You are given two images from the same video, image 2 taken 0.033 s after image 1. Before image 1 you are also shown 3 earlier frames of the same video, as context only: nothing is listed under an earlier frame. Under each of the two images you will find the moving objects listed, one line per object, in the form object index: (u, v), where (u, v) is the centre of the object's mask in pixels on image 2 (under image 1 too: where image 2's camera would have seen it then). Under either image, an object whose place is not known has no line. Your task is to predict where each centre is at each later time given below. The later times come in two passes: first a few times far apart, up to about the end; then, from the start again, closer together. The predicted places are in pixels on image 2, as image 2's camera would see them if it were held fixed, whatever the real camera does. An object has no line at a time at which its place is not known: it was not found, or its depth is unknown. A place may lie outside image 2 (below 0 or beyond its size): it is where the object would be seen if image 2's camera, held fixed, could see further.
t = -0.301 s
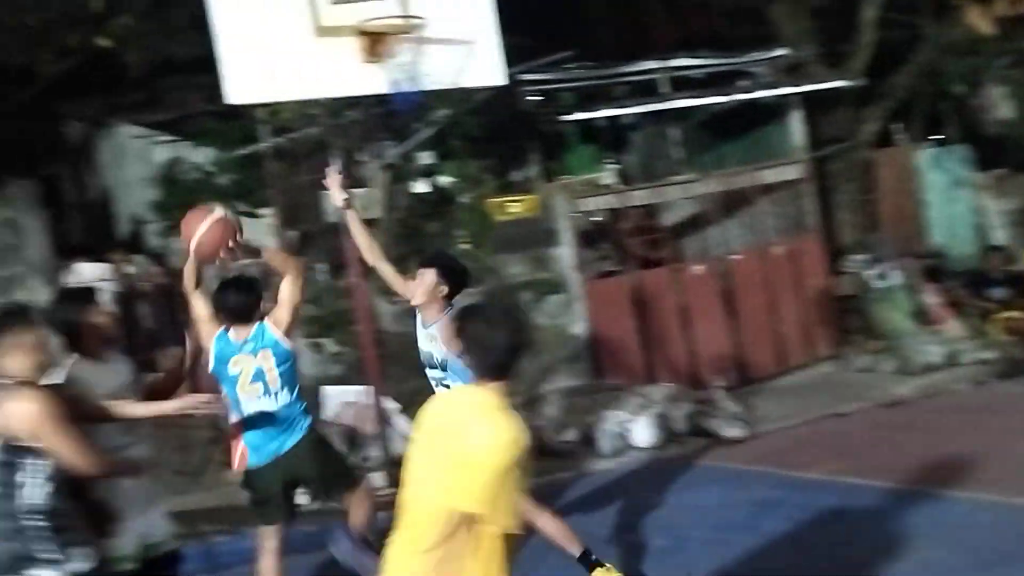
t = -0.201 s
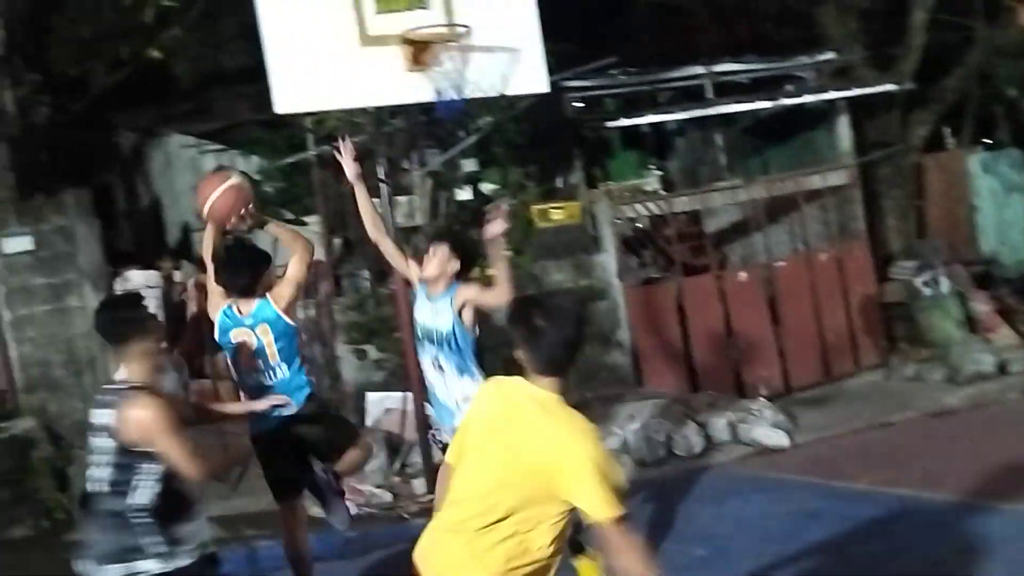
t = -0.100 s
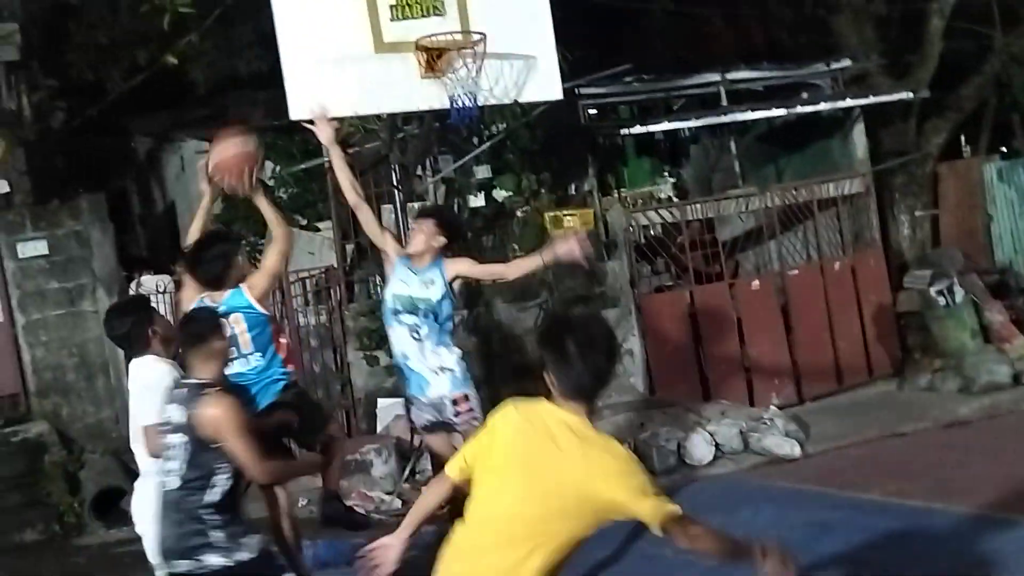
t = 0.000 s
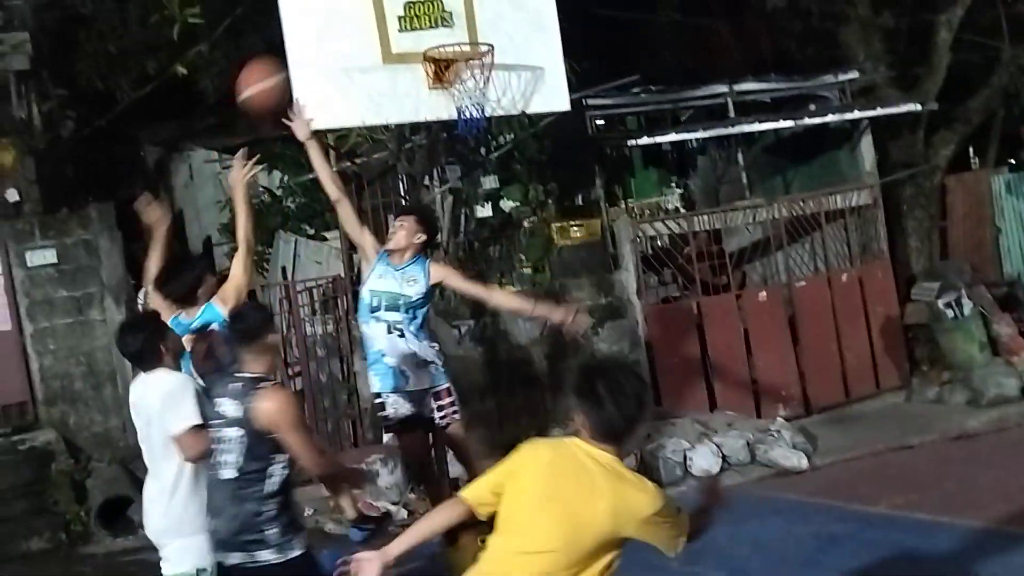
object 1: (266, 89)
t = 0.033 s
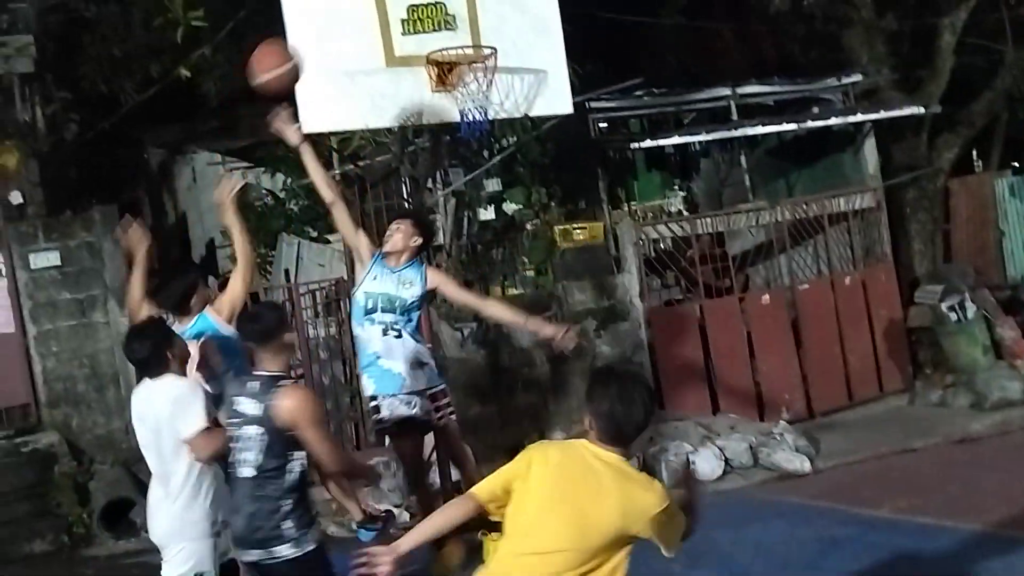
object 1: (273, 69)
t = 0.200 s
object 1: (319, -1)
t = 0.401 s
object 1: (372, -6)
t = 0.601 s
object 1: (438, 27)
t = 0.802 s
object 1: (461, 85)
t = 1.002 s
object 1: (461, 135)
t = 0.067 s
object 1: (282, 47)
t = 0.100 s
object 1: (291, 32)
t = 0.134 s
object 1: (300, 18)
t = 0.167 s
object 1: (310, 7)
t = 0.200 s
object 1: (319, -1)
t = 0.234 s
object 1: (328, -6)
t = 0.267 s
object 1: (337, -10)
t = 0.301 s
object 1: (346, -12)
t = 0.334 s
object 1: (355, -12)
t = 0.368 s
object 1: (364, -10)
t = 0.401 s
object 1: (372, -6)
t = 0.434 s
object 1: (381, 0)
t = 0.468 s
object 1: (390, 7)
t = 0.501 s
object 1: (403, 10)
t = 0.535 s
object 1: (414, 15)
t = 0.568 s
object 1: (426, 20)
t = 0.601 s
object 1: (438, 27)
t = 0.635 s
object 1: (453, 36)
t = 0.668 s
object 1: (466, 48)
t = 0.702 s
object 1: (469, 59)
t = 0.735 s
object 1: (468, 68)
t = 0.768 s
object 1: (458, 78)
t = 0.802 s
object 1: (461, 85)
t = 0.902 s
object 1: (463, 117)
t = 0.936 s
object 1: (463, 121)
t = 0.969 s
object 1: (462, 126)
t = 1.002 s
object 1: (461, 135)
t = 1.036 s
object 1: (462, 146)
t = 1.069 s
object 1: (461, 158)
